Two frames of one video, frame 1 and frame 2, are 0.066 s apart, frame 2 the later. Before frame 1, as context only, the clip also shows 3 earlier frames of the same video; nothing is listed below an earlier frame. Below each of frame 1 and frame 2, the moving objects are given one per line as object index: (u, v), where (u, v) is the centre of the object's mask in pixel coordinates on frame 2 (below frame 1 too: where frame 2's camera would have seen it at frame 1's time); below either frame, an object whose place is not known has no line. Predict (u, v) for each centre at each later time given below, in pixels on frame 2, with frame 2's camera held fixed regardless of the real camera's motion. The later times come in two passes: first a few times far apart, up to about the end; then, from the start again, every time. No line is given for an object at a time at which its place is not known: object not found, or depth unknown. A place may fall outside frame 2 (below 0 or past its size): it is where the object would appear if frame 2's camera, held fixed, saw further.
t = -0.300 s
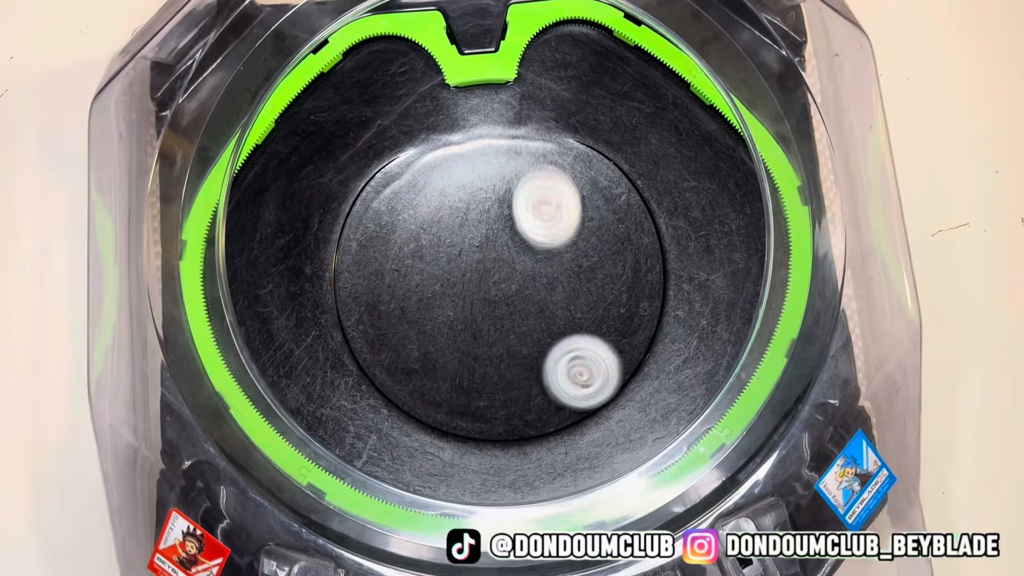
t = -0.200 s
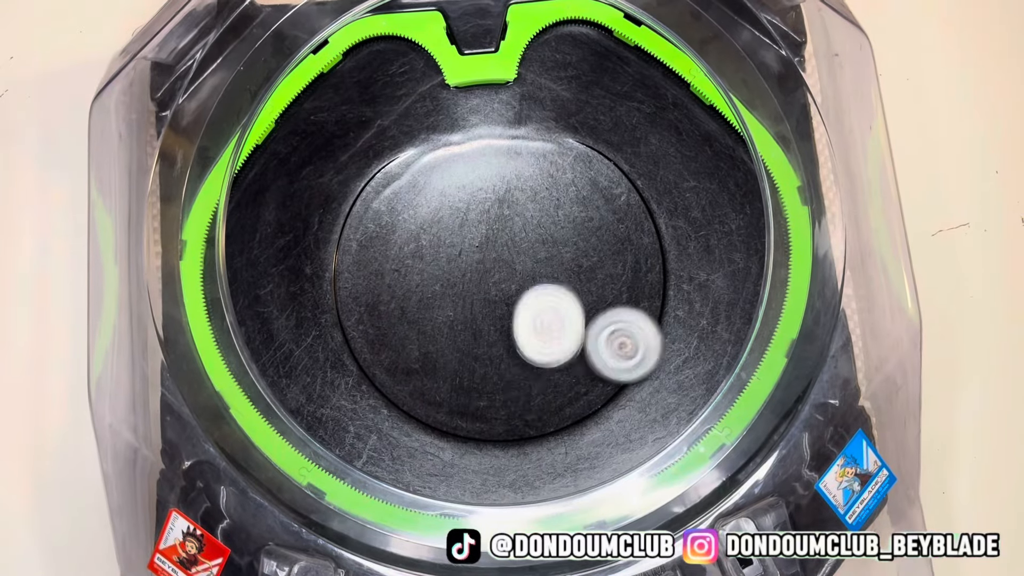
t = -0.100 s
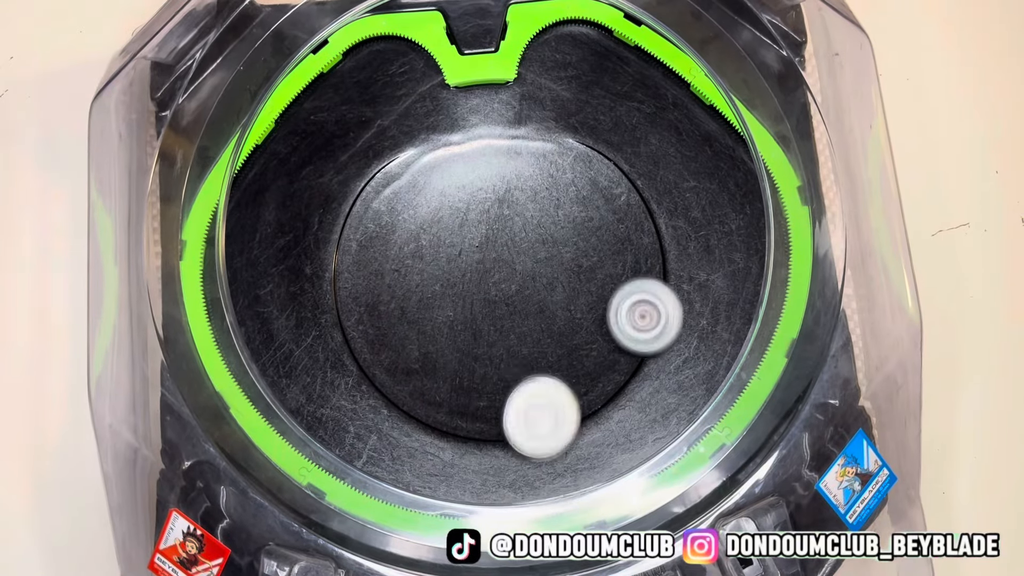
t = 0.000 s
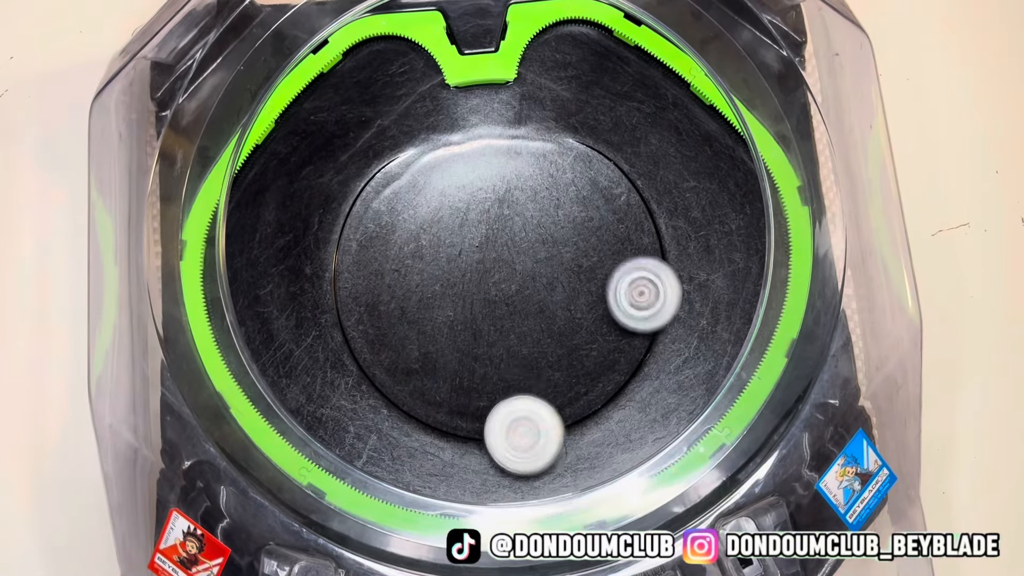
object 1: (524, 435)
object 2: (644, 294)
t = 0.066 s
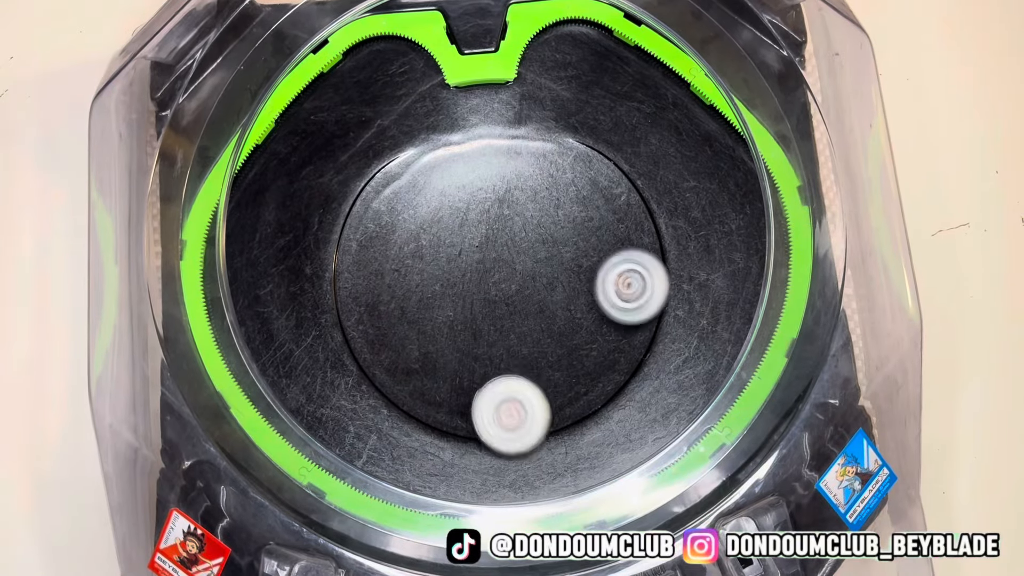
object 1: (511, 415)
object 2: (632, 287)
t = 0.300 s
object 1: (394, 283)
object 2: (630, 292)
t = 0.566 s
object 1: (237, 298)
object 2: (658, 167)
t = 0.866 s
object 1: (444, 447)
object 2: (421, 172)
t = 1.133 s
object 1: (535, 306)
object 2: (331, 265)
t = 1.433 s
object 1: (416, 149)
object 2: (377, 281)
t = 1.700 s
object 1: (356, 143)
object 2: (477, 184)
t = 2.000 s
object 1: (413, 216)
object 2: (550, 120)
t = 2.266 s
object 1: (585, 274)
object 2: (655, 122)
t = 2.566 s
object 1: (541, 241)
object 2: (714, 170)
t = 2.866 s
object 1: (431, 393)
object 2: (410, 273)
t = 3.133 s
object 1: (490, 388)
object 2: (355, 356)
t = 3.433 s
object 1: (431, 240)
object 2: (411, 336)
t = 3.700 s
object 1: (424, 84)
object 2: (475, 332)
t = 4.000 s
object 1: (295, 165)
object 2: (566, 257)
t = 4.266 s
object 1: (332, 400)
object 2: (580, 272)
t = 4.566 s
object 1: (551, 460)
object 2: (521, 328)
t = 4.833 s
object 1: (696, 278)
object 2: (465, 316)
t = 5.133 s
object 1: (566, 168)
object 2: (465, 267)
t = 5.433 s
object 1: (410, 166)
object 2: (506, 249)
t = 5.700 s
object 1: (379, 279)
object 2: (528, 277)
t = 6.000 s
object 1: (294, 258)
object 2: (763, 324)
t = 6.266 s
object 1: (246, 264)
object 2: (731, 200)
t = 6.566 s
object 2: (712, 139)
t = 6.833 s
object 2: (652, 130)
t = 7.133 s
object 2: (468, 217)
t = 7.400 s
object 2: (451, 261)
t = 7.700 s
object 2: (459, 231)
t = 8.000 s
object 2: (488, 179)
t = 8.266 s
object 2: (535, 202)
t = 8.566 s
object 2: (583, 328)
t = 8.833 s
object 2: (509, 382)
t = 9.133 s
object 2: (491, 352)
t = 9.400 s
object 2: (492, 352)
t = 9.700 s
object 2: (494, 342)
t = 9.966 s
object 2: (455, 315)
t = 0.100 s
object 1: (505, 401)
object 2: (623, 285)
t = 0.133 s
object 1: (501, 383)
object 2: (611, 284)
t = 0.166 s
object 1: (497, 365)
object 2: (597, 285)
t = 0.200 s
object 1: (494, 345)
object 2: (583, 287)
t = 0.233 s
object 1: (492, 324)
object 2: (567, 290)
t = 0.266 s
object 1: (463, 305)
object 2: (580, 293)
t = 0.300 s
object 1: (394, 283)
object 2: (630, 292)
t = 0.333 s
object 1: (326, 260)
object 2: (680, 293)
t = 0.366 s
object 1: (267, 237)
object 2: (723, 295)
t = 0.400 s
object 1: (209, 218)
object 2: (765, 297)
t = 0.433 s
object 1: (185, 219)
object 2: (755, 270)
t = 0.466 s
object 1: (183, 230)
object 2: (731, 240)
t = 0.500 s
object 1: (192, 246)
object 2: (709, 212)
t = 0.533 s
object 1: (211, 271)
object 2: (684, 187)
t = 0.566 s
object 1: (237, 298)
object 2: (658, 167)
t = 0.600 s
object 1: (263, 323)
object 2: (634, 150)
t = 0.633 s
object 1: (288, 347)
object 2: (609, 137)
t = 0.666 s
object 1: (313, 370)
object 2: (581, 131)
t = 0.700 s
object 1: (337, 390)
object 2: (552, 130)
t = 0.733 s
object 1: (362, 408)
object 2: (523, 134)
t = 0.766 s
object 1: (385, 424)
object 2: (495, 141)
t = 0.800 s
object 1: (407, 435)
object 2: (469, 150)
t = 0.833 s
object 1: (426, 443)
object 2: (443, 160)
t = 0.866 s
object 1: (444, 447)
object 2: (421, 172)
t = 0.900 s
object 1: (457, 445)
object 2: (401, 182)
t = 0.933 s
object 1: (468, 438)
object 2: (382, 194)
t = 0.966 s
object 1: (480, 425)
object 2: (366, 206)
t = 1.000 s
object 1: (496, 409)
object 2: (352, 217)
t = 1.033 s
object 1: (512, 387)
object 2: (340, 228)
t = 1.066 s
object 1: (525, 362)
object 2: (335, 242)
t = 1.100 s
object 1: (532, 335)
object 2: (332, 254)
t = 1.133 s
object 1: (535, 306)
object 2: (331, 265)
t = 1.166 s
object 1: (533, 279)
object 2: (330, 274)
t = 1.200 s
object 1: (527, 252)
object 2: (331, 282)
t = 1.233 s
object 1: (519, 228)
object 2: (332, 288)
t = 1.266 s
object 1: (506, 206)
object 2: (334, 291)
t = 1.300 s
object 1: (492, 189)
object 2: (338, 293)
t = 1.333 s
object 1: (475, 176)
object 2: (344, 292)
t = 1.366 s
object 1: (457, 164)
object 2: (354, 292)
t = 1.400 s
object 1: (437, 156)
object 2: (364, 287)
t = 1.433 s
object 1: (416, 149)
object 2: (377, 281)
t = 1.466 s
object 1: (395, 146)
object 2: (391, 273)
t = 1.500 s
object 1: (377, 148)
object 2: (405, 262)
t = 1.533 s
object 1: (364, 150)
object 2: (419, 249)
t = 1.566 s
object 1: (357, 151)
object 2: (432, 236)
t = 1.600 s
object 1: (354, 149)
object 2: (444, 222)
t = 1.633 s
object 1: (353, 147)
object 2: (456, 208)
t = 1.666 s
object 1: (354, 144)
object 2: (467, 196)
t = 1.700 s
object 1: (356, 143)
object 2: (477, 184)
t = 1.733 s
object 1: (359, 142)
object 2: (487, 173)
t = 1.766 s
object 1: (362, 142)
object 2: (495, 163)
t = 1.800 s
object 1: (368, 143)
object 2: (503, 155)
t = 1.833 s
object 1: (375, 146)
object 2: (511, 146)
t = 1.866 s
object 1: (383, 152)
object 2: (518, 139)
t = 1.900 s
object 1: (390, 163)
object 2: (526, 133)
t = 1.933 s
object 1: (397, 177)
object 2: (533, 128)
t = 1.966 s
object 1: (403, 196)
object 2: (541, 124)
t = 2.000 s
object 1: (413, 216)
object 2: (550, 120)
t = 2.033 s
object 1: (429, 236)
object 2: (561, 116)
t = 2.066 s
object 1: (448, 252)
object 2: (574, 114)
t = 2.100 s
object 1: (471, 265)
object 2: (588, 111)
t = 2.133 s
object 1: (495, 274)
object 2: (602, 110)
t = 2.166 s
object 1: (519, 280)
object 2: (617, 111)
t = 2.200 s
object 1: (542, 282)
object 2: (631, 114)
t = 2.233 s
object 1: (565, 279)
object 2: (644, 117)
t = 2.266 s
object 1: (585, 274)
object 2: (655, 122)
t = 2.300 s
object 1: (602, 266)
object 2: (666, 129)
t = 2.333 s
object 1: (617, 257)
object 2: (676, 137)
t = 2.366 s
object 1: (628, 245)
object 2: (685, 145)
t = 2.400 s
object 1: (636, 231)
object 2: (693, 154)
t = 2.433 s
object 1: (640, 217)
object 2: (702, 165)
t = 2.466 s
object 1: (619, 218)
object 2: (723, 166)
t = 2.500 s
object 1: (594, 222)
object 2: (754, 163)
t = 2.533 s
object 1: (567, 230)
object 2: (751, 163)
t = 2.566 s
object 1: (541, 241)
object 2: (714, 170)
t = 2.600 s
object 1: (518, 255)
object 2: (681, 174)
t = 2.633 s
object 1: (496, 272)
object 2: (645, 181)
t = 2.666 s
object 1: (477, 290)
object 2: (607, 190)
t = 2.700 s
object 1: (461, 309)
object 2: (570, 202)
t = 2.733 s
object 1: (449, 328)
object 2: (533, 214)
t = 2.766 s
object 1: (439, 346)
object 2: (498, 228)
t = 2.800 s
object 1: (434, 363)
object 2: (466, 242)
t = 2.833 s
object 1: (431, 378)
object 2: (436, 258)
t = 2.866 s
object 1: (431, 393)
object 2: (410, 273)
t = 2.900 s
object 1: (433, 407)
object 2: (388, 287)
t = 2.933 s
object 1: (440, 414)
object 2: (372, 302)
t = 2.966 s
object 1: (452, 413)
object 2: (362, 314)
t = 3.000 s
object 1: (463, 410)
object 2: (355, 326)
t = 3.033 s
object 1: (472, 407)
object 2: (351, 337)
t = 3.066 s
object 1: (480, 403)
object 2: (349, 345)
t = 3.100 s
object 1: (487, 397)
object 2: (351, 351)
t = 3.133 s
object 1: (490, 388)
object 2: (355, 356)
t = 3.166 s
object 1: (492, 375)
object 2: (358, 359)
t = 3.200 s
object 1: (492, 359)
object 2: (362, 361)
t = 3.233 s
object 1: (489, 341)
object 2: (366, 361)
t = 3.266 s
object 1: (483, 324)
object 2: (370, 359)
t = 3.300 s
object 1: (474, 307)
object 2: (376, 356)
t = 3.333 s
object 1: (463, 291)
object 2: (385, 350)
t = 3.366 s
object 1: (450, 276)
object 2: (395, 341)
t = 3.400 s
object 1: (437, 265)
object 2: (407, 331)
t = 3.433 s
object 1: (431, 240)
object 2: (411, 336)
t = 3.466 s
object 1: (431, 209)
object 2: (412, 345)
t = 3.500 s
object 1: (431, 183)
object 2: (416, 354)
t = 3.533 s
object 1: (431, 160)
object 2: (422, 359)
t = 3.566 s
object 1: (431, 141)
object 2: (430, 359)
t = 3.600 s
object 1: (430, 125)
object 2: (440, 357)
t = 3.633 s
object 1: (428, 112)
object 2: (451, 351)
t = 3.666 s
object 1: (426, 97)
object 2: (463, 342)
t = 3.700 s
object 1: (424, 84)
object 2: (475, 332)
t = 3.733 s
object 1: (421, 70)
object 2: (486, 321)
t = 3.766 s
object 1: (417, 56)
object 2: (496, 311)
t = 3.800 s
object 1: (412, 43)
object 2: (507, 302)
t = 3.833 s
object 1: (387, 45)
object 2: (516, 293)
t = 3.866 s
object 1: (360, 56)
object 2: (527, 284)
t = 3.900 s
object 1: (338, 68)
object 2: (538, 275)
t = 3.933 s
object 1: (319, 96)
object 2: (549, 268)
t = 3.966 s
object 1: (306, 131)
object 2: (558, 262)
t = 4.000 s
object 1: (295, 165)
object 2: (566, 257)
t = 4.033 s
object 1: (288, 200)
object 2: (572, 254)
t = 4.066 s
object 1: (285, 234)
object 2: (577, 253)
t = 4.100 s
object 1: (284, 267)
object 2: (581, 253)
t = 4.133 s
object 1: (287, 299)
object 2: (583, 254)
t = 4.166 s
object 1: (293, 328)
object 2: (584, 256)
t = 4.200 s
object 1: (303, 356)
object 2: (584, 260)
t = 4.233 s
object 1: (316, 380)
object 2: (582, 265)
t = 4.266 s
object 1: (332, 400)
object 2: (580, 272)
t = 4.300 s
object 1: (351, 419)
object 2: (575, 280)
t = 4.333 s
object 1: (369, 435)
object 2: (571, 288)
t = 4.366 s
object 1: (391, 452)
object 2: (565, 297)
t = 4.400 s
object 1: (409, 473)
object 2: (559, 304)
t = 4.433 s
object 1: (429, 484)
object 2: (551, 311)
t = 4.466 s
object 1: (451, 488)
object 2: (544, 317)
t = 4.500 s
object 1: (486, 484)
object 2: (536, 322)
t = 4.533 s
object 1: (520, 475)
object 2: (528, 326)
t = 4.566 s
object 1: (551, 460)
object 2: (521, 328)
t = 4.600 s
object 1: (581, 437)
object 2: (513, 329)
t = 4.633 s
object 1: (608, 414)
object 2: (504, 331)
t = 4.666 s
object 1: (632, 389)
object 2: (496, 331)
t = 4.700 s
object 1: (652, 365)
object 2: (488, 330)
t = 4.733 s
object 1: (669, 341)
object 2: (481, 328)
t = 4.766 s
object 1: (683, 319)
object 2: (475, 324)
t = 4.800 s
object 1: (691, 298)
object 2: (469, 321)
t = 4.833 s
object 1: (696, 278)
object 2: (465, 316)
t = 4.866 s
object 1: (697, 261)
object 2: (462, 312)
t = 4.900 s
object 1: (694, 245)
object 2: (459, 307)
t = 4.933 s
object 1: (685, 232)
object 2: (458, 302)
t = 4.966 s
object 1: (672, 220)
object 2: (458, 297)
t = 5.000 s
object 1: (654, 210)
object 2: (458, 291)
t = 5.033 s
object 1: (634, 198)
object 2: (459, 286)
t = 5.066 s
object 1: (611, 188)
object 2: (461, 280)
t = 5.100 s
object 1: (589, 177)
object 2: (463, 273)
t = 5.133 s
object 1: (566, 168)
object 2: (465, 267)
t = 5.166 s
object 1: (545, 162)
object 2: (468, 261)
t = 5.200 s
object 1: (525, 157)
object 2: (472, 256)
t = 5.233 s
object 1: (506, 154)
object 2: (476, 252)
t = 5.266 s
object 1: (488, 152)
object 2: (482, 249)
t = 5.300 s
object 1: (472, 153)
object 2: (487, 247)
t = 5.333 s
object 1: (455, 155)
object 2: (492, 246)
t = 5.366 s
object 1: (440, 158)
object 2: (497, 246)
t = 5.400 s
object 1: (425, 162)
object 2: (501, 247)
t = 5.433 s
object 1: (410, 166)
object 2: (506, 249)
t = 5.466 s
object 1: (394, 172)
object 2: (510, 251)
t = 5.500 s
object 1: (378, 177)
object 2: (514, 254)
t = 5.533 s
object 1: (363, 188)
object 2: (518, 257)
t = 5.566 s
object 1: (358, 208)
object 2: (522, 260)
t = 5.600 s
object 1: (356, 226)
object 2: (525, 264)
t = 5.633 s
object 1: (359, 243)
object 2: (527, 268)
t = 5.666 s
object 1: (366, 262)
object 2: (528, 273)
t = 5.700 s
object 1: (379, 279)
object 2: (528, 277)
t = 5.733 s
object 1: (396, 294)
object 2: (528, 282)
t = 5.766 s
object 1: (415, 305)
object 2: (527, 286)
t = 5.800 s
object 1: (436, 312)
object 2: (525, 290)
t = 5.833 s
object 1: (451, 315)
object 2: (530, 295)
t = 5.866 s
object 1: (410, 304)
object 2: (588, 309)
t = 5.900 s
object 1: (370, 291)
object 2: (641, 321)
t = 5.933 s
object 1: (337, 279)
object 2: (698, 335)
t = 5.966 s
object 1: (314, 268)
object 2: (746, 346)
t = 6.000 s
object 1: (294, 258)
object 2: (763, 324)
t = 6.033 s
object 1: (277, 251)
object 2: (769, 302)
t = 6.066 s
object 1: (264, 246)
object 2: (769, 285)
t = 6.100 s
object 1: (254, 241)
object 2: (767, 265)
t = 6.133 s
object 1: (238, 236)
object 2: (763, 246)
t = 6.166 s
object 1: (224, 229)
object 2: (756, 230)
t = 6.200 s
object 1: (212, 223)
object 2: (747, 217)
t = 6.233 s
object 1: (224, 241)
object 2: (735, 208)
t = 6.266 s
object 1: (246, 264)
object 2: (731, 200)
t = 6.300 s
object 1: (266, 283)
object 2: (726, 193)
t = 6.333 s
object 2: (722, 187)
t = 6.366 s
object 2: (720, 179)
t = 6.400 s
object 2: (718, 171)
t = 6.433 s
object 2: (716, 164)
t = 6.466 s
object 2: (715, 158)
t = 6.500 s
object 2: (713, 150)
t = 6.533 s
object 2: (712, 145)
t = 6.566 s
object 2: (712, 139)
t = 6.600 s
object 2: (715, 132)
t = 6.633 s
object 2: (718, 127)
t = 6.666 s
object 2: (720, 123)
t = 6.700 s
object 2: (724, 119)
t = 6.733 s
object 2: (723, 117)
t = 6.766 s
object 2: (698, 123)
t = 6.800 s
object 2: (677, 124)
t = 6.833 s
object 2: (652, 130)
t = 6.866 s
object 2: (630, 134)
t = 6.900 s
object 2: (608, 143)
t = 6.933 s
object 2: (588, 149)
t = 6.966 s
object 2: (563, 160)
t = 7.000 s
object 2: (542, 171)
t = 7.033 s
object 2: (519, 184)
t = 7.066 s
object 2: (499, 197)
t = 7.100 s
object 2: (482, 208)
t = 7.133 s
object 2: (468, 217)
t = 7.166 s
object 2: (457, 227)
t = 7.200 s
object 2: (449, 233)
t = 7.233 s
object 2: (445, 241)
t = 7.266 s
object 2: (444, 245)
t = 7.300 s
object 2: (445, 251)
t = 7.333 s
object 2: (446, 255)
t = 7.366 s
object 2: (449, 259)
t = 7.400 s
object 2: (451, 261)
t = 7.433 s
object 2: (455, 263)
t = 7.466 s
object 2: (457, 263)
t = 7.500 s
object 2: (457, 251)
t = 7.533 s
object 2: (455, 240)
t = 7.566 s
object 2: (454, 232)
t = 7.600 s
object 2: (454, 227)
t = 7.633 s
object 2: (456, 225)
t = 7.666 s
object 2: (458, 227)
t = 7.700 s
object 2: (459, 231)
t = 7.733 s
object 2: (457, 238)
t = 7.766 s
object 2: (454, 242)
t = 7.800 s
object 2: (449, 250)
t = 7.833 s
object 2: (442, 255)
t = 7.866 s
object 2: (437, 260)
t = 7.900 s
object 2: (446, 241)
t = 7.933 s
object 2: (459, 216)
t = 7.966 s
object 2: (475, 195)
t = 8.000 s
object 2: (488, 179)
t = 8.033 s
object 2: (501, 167)
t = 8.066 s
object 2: (513, 160)
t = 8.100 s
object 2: (522, 159)
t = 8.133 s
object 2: (528, 164)
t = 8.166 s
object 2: (529, 170)
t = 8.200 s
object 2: (531, 179)
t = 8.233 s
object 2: (533, 189)
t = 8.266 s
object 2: (535, 202)
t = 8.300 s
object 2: (537, 217)
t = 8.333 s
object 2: (537, 234)
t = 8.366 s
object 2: (537, 249)
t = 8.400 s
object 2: (554, 264)
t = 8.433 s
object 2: (565, 280)
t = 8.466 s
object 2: (576, 294)
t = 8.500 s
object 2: (583, 308)
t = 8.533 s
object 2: (585, 319)
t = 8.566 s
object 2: (583, 328)
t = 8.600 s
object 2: (578, 334)
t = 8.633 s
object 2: (568, 338)
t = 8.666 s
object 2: (558, 340)
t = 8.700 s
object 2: (545, 341)
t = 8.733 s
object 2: (535, 350)
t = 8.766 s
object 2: (528, 363)
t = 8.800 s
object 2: (518, 373)
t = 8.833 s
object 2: (509, 382)
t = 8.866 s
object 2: (501, 388)
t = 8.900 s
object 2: (497, 391)
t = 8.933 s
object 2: (494, 387)
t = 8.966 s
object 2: (491, 380)
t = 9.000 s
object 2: (489, 373)
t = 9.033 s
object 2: (488, 367)
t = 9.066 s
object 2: (488, 362)
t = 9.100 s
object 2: (489, 357)
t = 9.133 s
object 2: (491, 352)
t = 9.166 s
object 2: (493, 348)
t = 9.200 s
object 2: (493, 345)
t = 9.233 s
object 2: (493, 342)
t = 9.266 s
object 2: (493, 340)
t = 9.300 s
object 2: (493, 340)
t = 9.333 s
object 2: (493, 344)
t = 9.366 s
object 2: (493, 348)
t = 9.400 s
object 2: (492, 352)
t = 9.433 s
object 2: (491, 355)
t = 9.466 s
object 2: (491, 356)
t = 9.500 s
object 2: (491, 355)
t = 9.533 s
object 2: (493, 352)
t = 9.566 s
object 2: (493, 349)
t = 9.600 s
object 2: (494, 346)
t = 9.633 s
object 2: (494, 344)
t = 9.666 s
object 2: (494, 343)
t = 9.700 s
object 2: (494, 342)
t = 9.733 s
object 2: (494, 340)
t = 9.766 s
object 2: (494, 337)
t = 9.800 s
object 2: (493, 334)
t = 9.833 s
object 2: (492, 329)
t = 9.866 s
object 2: (491, 324)
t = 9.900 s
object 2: (483, 318)
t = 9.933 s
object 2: (472, 314)
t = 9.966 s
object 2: (455, 315)
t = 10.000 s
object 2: (444, 315)
